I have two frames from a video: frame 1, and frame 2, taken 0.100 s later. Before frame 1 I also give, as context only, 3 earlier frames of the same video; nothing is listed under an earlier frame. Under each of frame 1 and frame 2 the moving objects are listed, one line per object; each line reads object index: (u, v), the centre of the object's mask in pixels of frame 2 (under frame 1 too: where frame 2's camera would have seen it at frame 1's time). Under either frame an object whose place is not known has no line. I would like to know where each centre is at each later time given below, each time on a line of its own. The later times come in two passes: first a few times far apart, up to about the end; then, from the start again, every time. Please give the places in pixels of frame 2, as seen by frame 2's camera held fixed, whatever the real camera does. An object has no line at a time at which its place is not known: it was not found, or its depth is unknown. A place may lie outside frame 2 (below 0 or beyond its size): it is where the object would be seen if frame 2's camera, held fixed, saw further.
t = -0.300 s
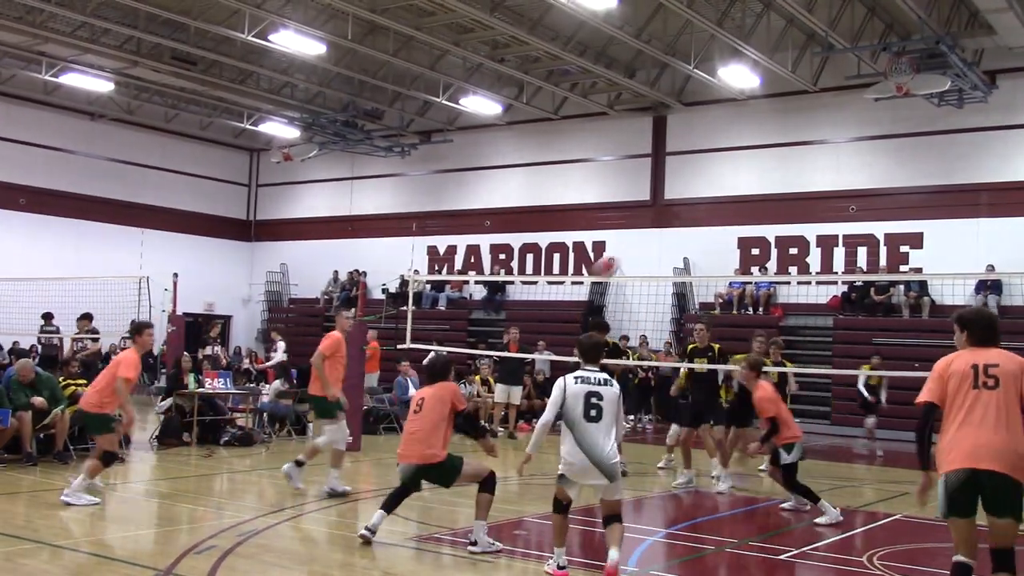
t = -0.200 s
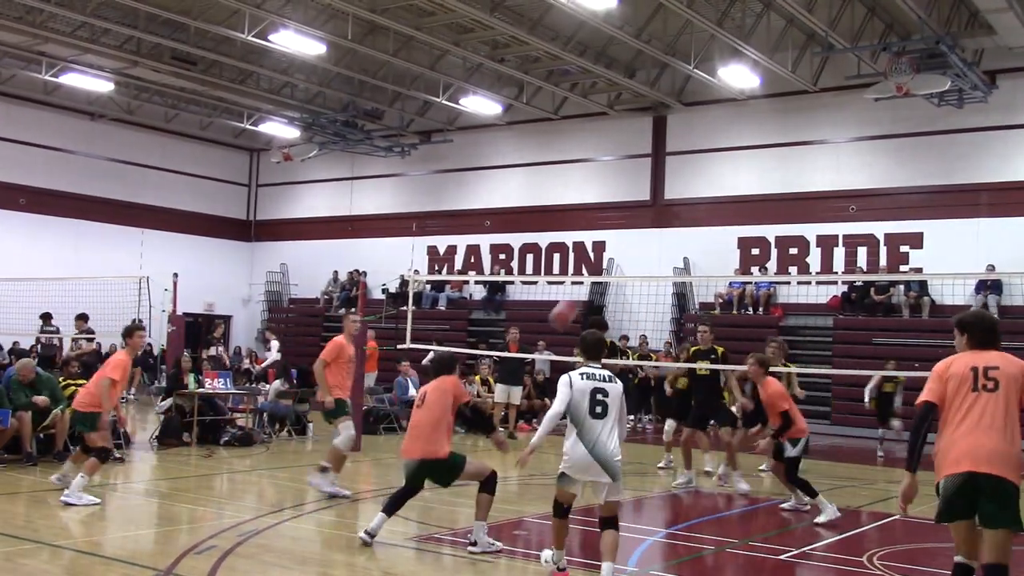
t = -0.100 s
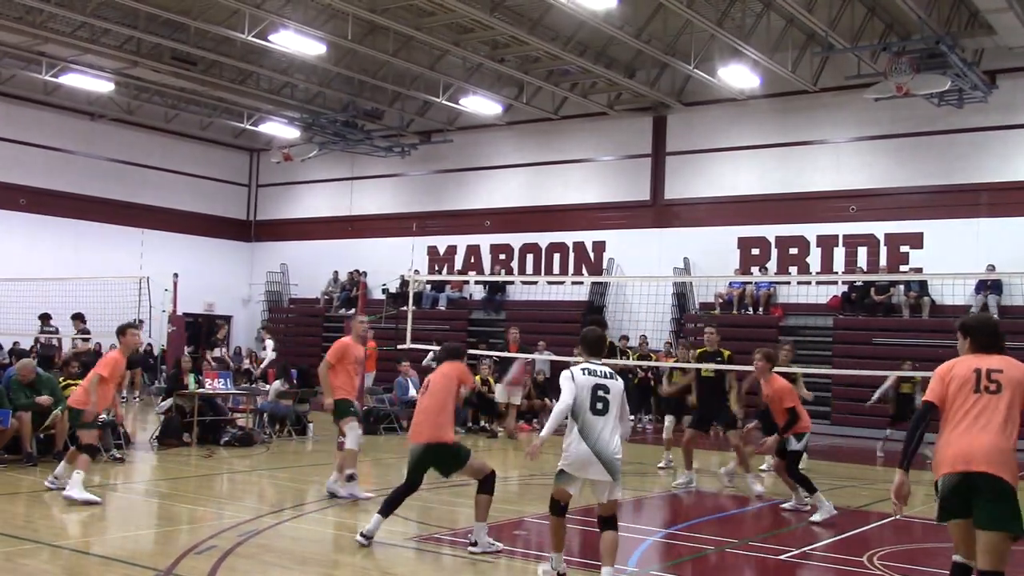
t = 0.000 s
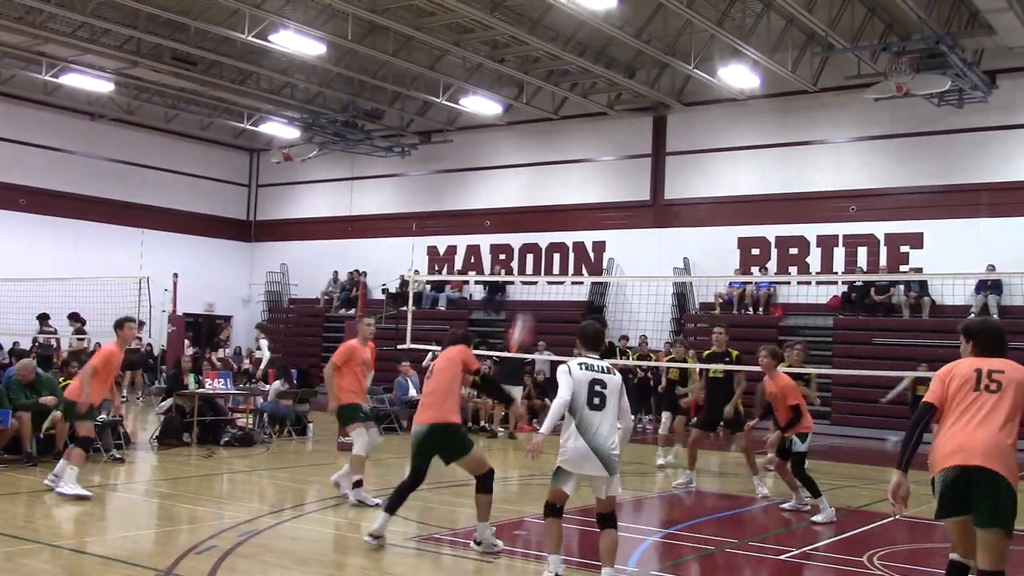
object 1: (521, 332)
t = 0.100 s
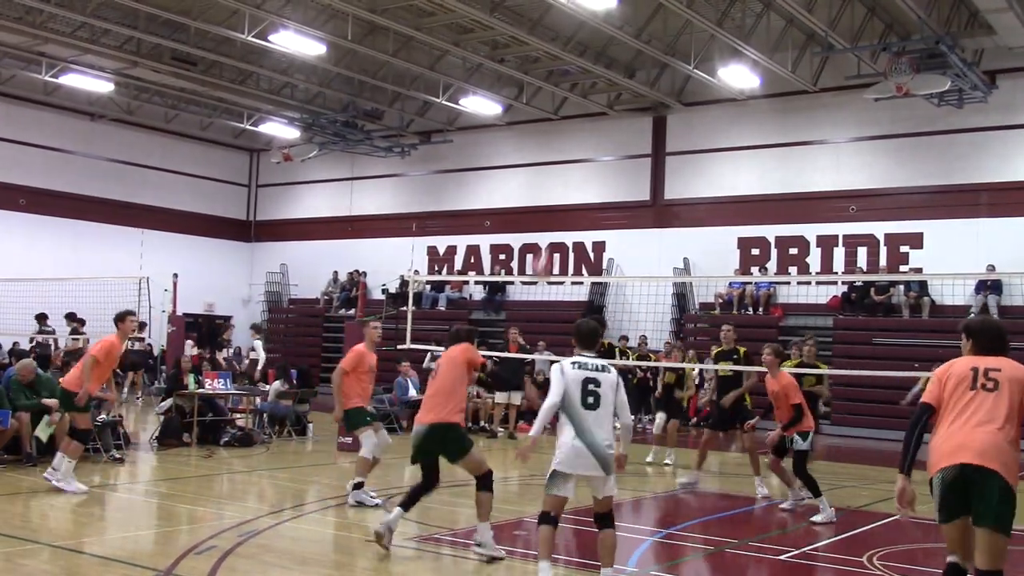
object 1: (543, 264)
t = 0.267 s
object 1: (572, 186)
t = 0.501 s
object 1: (606, 131)
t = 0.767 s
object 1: (636, 142)
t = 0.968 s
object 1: (656, 194)
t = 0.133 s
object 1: (549, 243)
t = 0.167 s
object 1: (554, 225)
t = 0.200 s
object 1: (561, 214)
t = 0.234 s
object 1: (567, 195)
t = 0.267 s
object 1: (572, 186)
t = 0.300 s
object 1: (577, 173)
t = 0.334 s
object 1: (582, 161)
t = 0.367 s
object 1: (587, 152)
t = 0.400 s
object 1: (593, 145)
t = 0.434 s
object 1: (597, 139)
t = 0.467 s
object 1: (601, 134)
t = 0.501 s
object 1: (606, 131)
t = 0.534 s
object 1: (610, 129)
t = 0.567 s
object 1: (614, 127)
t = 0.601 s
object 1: (618, 126)
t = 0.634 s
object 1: (622, 127)
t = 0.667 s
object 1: (626, 129)
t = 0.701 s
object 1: (630, 132)
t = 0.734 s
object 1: (634, 136)
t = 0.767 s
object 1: (636, 142)
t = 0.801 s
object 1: (640, 148)
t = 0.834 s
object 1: (643, 156)
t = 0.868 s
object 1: (648, 163)
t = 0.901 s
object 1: (649, 173)
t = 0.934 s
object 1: (653, 183)
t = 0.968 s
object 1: (656, 194)
